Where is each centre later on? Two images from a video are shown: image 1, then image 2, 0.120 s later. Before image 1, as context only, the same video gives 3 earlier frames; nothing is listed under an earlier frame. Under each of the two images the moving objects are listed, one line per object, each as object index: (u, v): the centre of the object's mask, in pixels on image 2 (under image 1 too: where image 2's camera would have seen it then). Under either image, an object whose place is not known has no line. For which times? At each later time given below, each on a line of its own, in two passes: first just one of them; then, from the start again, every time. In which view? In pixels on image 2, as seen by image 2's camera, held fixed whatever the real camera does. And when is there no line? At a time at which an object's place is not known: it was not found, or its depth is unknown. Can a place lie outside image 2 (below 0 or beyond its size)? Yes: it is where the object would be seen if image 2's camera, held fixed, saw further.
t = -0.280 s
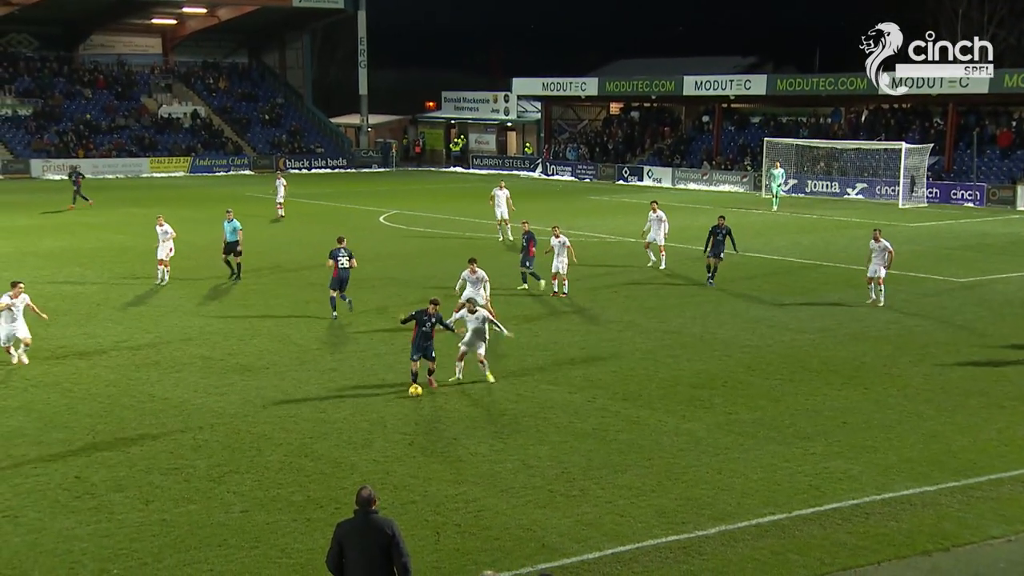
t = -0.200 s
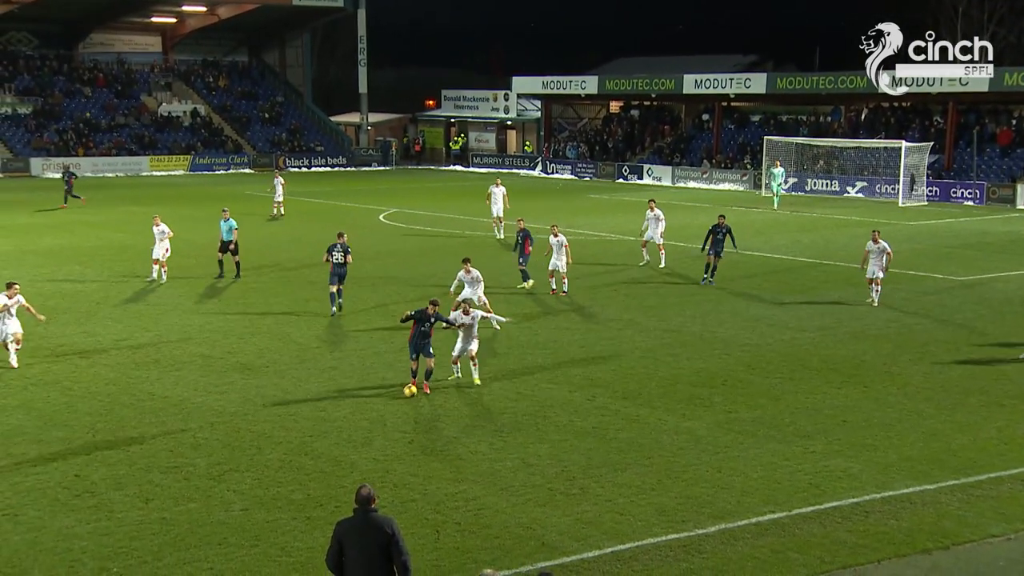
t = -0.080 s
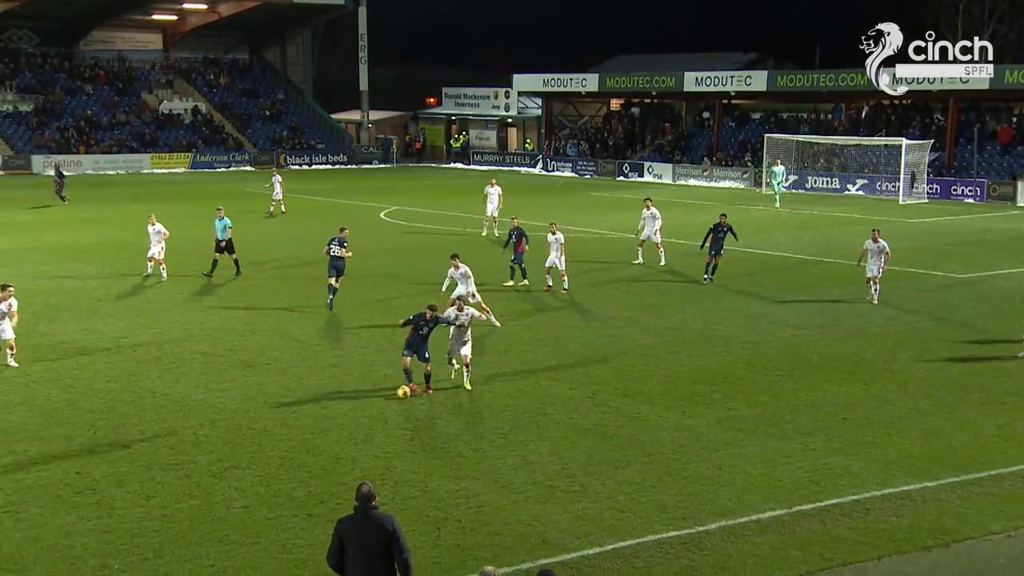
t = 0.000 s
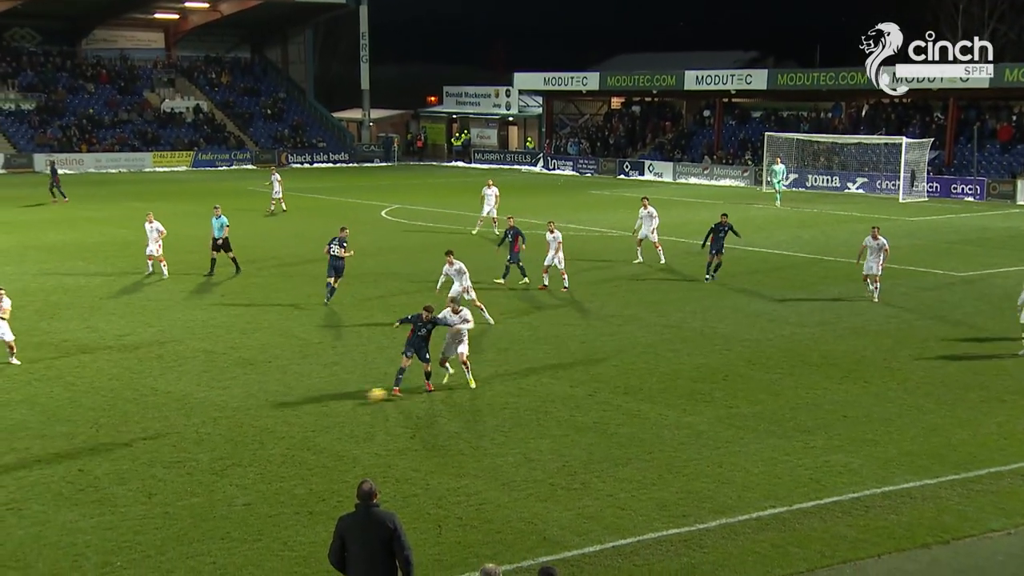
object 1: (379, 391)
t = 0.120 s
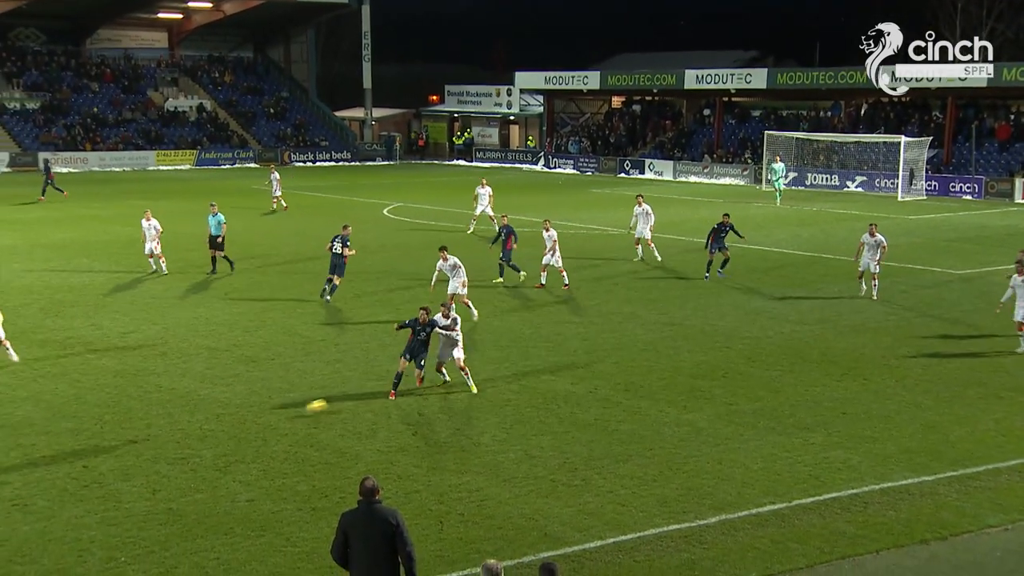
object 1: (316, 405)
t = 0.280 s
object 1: (228, 430)
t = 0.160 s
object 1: (295, 413)
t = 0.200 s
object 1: (272, 420)
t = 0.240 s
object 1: (251, 424)
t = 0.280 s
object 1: (228, 430)
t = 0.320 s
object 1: (205, 435)
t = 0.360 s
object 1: (182, 441)
